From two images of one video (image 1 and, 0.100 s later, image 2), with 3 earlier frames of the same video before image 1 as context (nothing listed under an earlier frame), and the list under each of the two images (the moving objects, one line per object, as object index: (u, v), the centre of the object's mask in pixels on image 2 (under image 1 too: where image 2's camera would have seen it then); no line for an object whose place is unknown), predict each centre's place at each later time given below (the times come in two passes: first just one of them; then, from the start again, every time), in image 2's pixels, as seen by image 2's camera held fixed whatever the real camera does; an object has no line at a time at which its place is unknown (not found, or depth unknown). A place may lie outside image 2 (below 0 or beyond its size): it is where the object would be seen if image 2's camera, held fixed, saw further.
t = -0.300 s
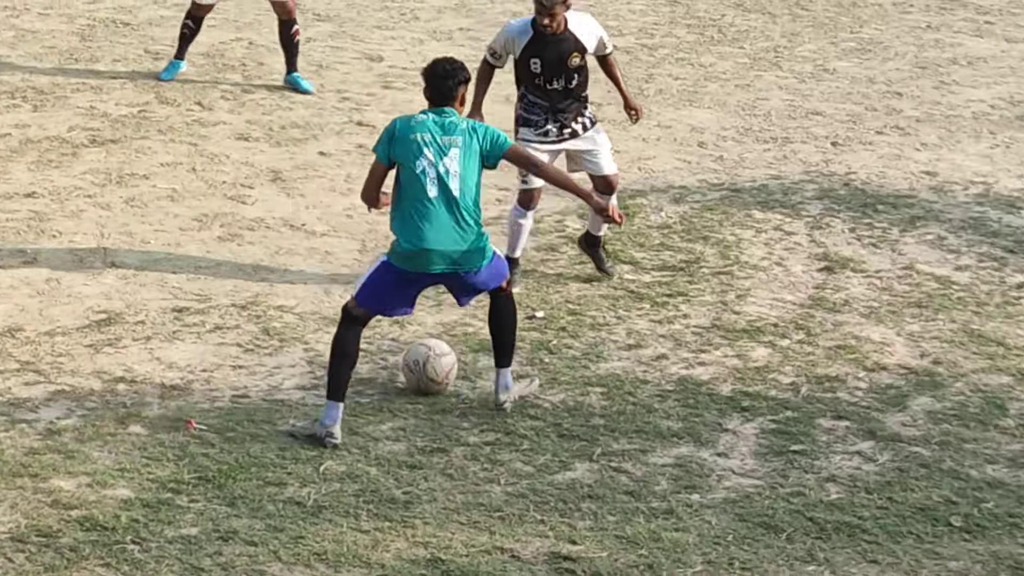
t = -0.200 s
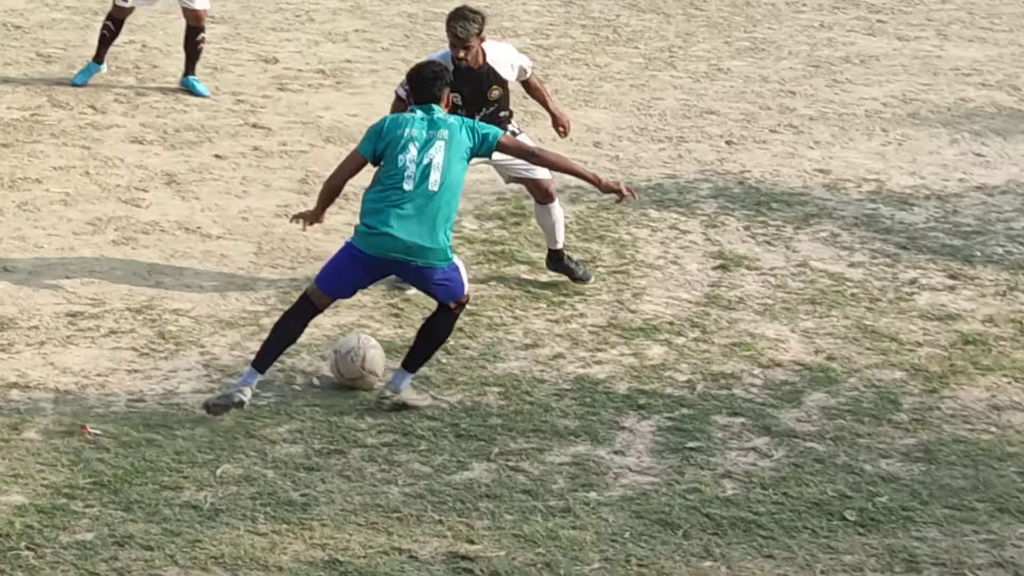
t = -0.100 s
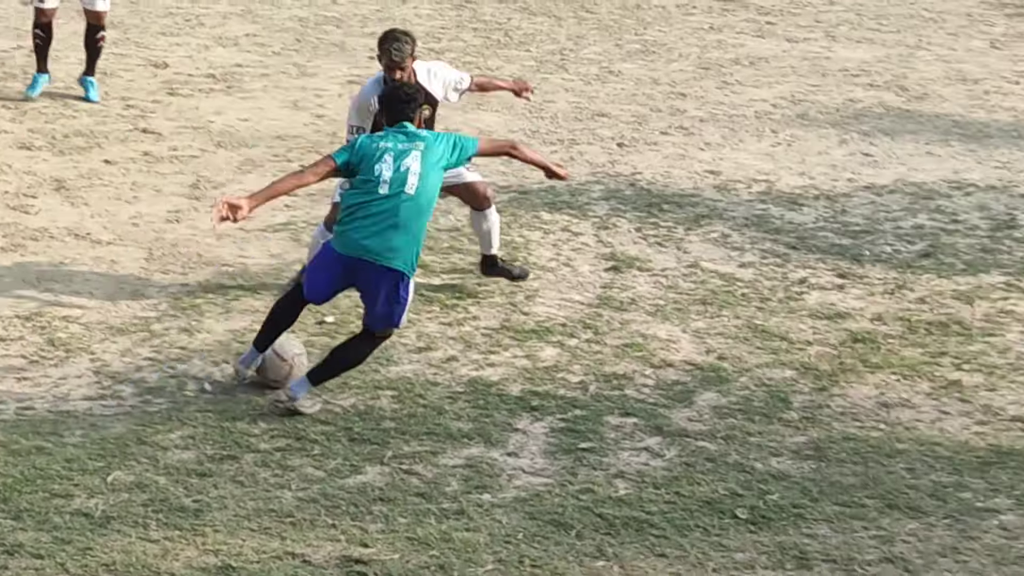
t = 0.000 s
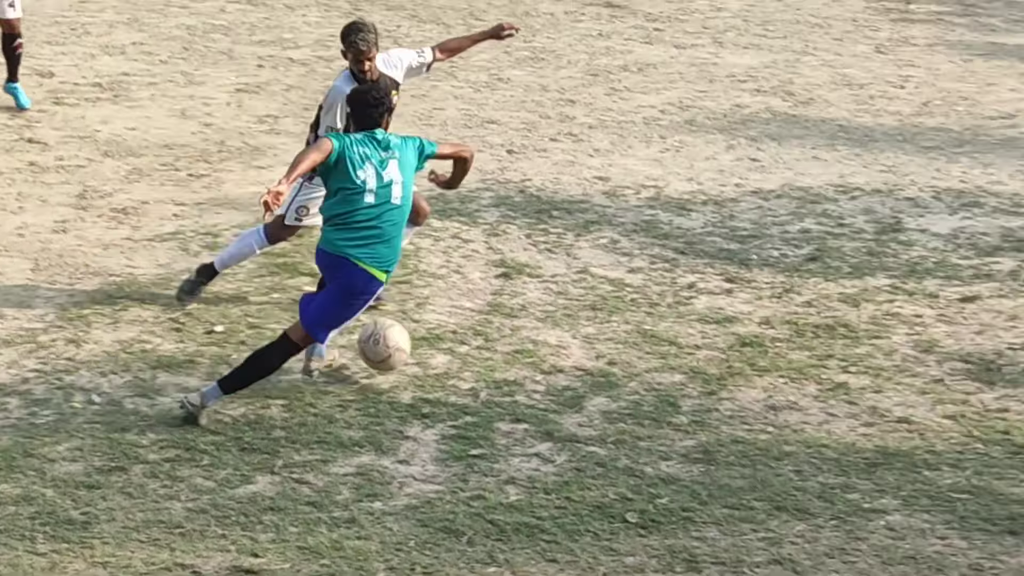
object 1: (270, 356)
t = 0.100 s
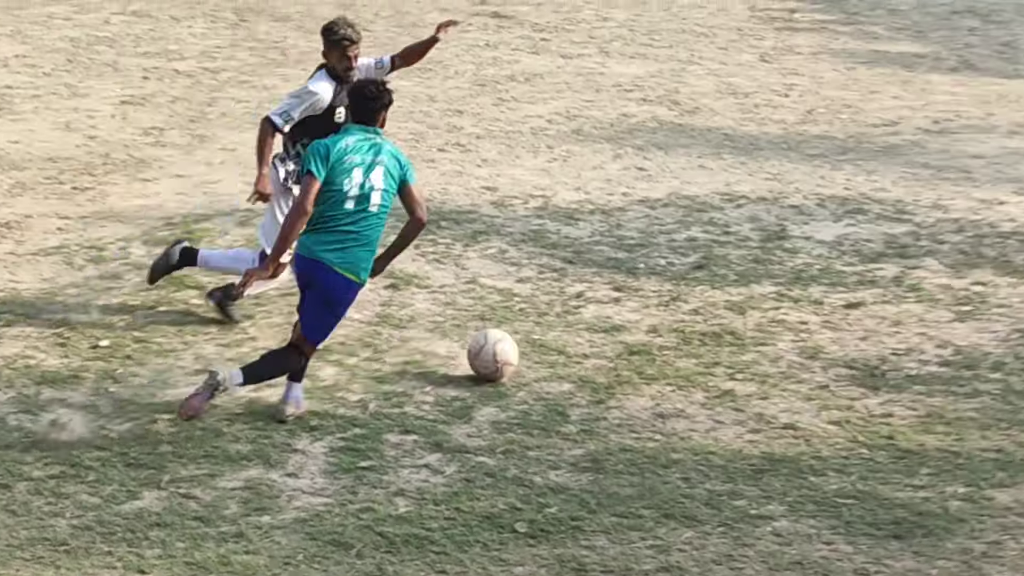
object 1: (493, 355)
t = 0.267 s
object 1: (787, 326)
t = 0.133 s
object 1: (558, 352)
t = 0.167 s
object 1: (617, 342)
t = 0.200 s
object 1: (675, 335)
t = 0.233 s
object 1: (731, 330)
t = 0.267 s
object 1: (787, 326)
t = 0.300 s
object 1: (840, 324)
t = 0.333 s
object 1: (893, 325)
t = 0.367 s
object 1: (945, 327)
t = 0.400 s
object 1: (988, 318)
